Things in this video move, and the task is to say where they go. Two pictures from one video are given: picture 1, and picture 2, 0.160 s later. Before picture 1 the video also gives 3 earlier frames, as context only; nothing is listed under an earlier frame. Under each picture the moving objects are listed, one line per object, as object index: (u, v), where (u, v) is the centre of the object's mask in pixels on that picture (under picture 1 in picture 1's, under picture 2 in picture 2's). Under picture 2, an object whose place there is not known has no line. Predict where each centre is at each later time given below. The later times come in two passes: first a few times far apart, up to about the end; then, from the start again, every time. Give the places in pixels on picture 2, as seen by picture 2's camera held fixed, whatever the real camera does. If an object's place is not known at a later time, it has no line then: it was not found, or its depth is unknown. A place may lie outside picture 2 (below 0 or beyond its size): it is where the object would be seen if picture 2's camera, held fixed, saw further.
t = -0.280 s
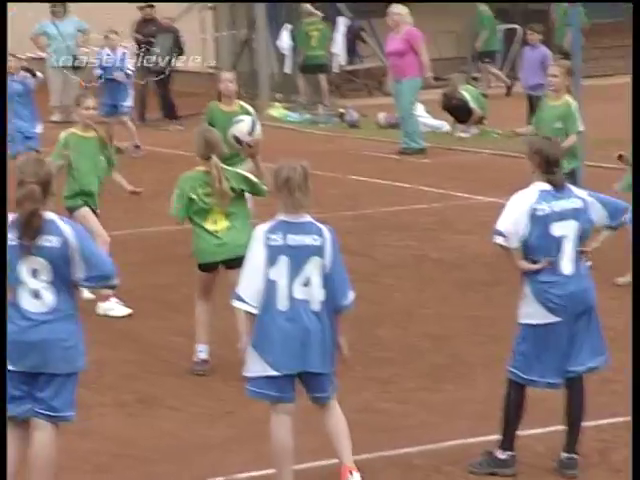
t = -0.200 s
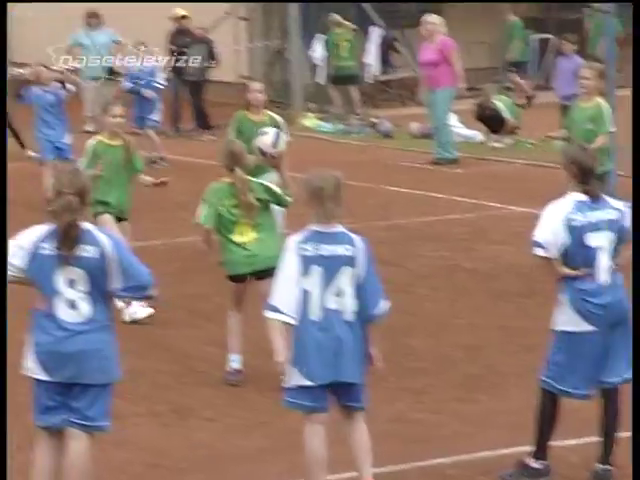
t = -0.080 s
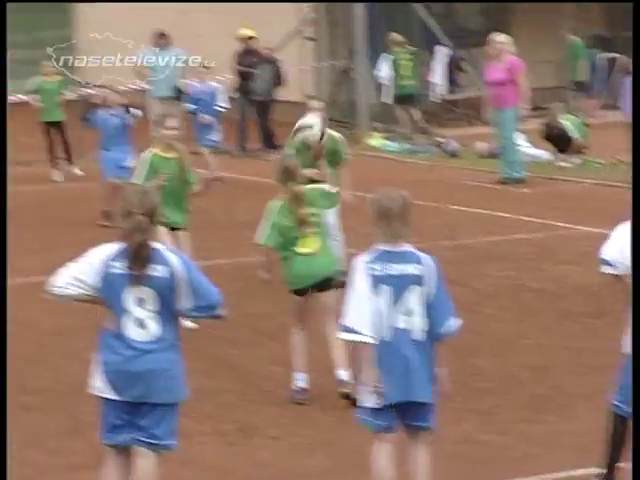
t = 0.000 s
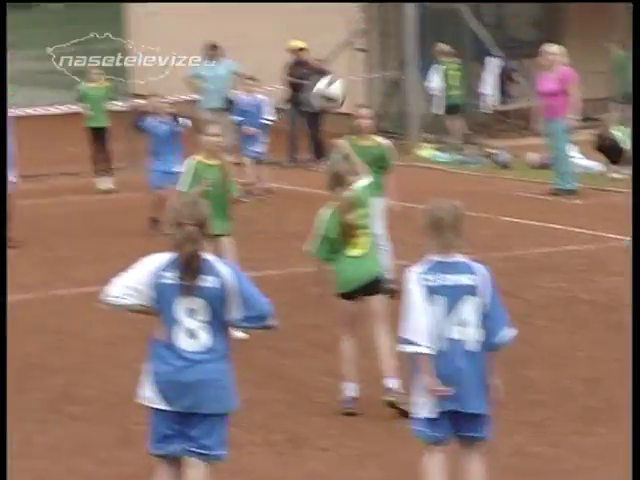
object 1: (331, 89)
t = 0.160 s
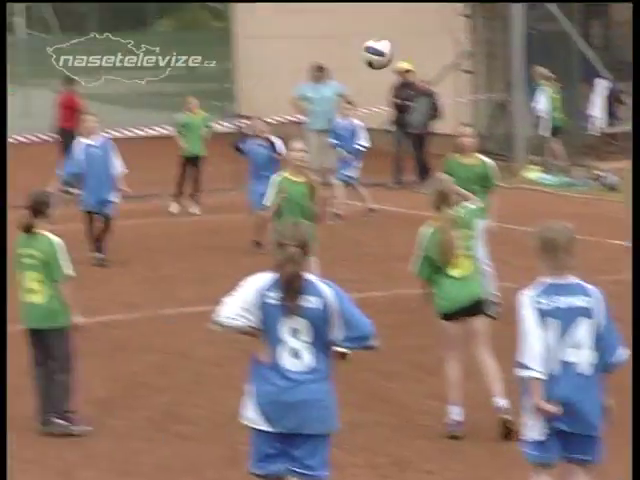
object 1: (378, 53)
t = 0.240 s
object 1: (353, 36)
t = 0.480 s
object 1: (285, 53)
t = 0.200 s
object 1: (365, 42)
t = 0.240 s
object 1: (353, 36)
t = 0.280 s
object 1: (341, 33)
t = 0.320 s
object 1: (329, 34)
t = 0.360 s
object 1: (318, 36)
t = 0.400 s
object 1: (310, 36)
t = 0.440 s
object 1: (297, 44)
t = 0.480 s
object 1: (285, 53)
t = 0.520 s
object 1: (276, 64)
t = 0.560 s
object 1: (267, 74)
